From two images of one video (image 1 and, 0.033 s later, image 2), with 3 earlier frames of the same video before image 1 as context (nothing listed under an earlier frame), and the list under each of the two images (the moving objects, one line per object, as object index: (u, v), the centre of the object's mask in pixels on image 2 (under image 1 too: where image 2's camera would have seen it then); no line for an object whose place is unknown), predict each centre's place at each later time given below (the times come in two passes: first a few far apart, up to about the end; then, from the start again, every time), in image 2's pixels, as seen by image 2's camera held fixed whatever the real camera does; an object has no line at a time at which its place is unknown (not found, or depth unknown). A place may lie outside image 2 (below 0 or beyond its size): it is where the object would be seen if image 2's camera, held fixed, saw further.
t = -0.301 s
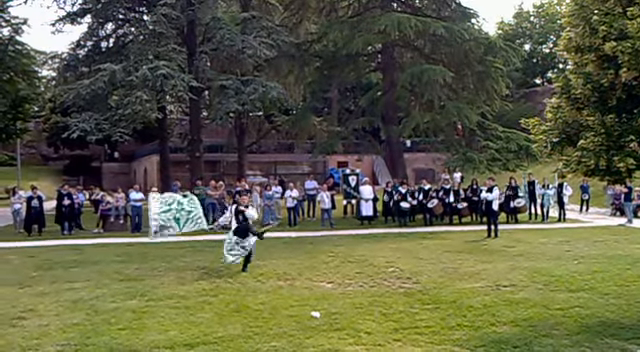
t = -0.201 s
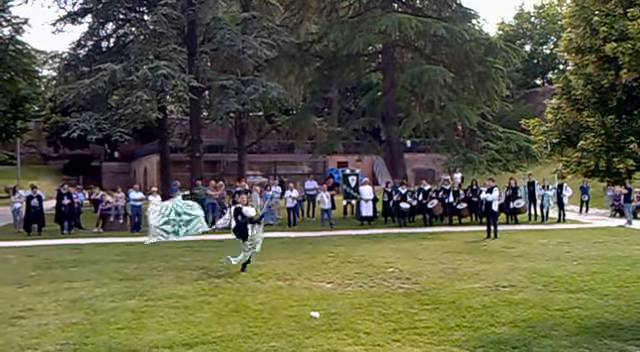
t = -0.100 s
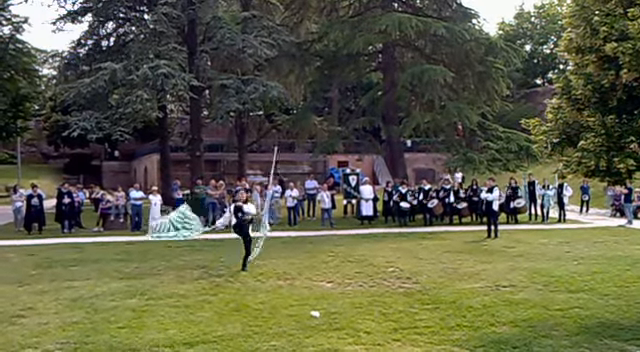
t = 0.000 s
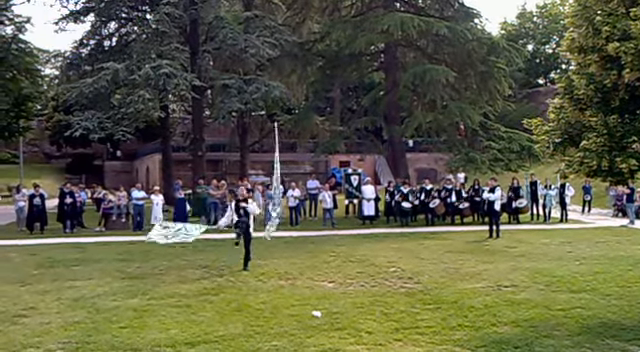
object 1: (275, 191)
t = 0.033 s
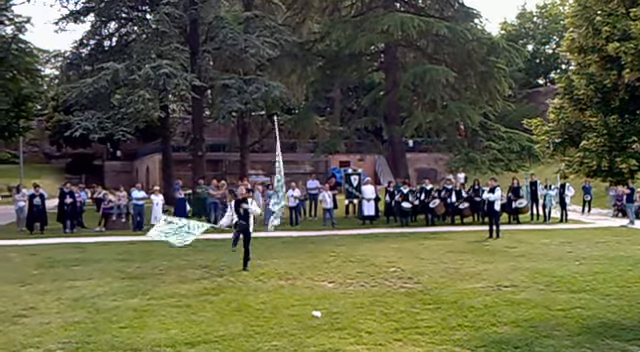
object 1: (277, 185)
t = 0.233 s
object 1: (295, 146)
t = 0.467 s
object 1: (305, 134)
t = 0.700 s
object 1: (313, 138)
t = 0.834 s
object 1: (316, 148)
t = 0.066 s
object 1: (280, 179)
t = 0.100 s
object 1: (284, 171)
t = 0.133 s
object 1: (288, 165)
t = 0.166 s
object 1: (291, 158)
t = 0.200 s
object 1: (293, 150)
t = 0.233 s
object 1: (295, 146)
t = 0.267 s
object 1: (297, 143)
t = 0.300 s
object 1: (298, 141)
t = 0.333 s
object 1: (300, 139)
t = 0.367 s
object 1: (301, 138)
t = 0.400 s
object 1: (303, 137)
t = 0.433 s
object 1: (304, 135)
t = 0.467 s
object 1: (305, 134)
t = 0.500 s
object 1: (307, 133)
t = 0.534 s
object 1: (308, 132)
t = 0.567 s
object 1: (309, 133)
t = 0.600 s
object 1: (310, 133)
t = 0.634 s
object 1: (311, 134)
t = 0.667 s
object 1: (312, 136)
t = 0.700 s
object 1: (313, 138)
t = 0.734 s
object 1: (314, 140)
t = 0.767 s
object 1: (315, 143)
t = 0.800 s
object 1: (315, 145)
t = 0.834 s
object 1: (316, 148)
